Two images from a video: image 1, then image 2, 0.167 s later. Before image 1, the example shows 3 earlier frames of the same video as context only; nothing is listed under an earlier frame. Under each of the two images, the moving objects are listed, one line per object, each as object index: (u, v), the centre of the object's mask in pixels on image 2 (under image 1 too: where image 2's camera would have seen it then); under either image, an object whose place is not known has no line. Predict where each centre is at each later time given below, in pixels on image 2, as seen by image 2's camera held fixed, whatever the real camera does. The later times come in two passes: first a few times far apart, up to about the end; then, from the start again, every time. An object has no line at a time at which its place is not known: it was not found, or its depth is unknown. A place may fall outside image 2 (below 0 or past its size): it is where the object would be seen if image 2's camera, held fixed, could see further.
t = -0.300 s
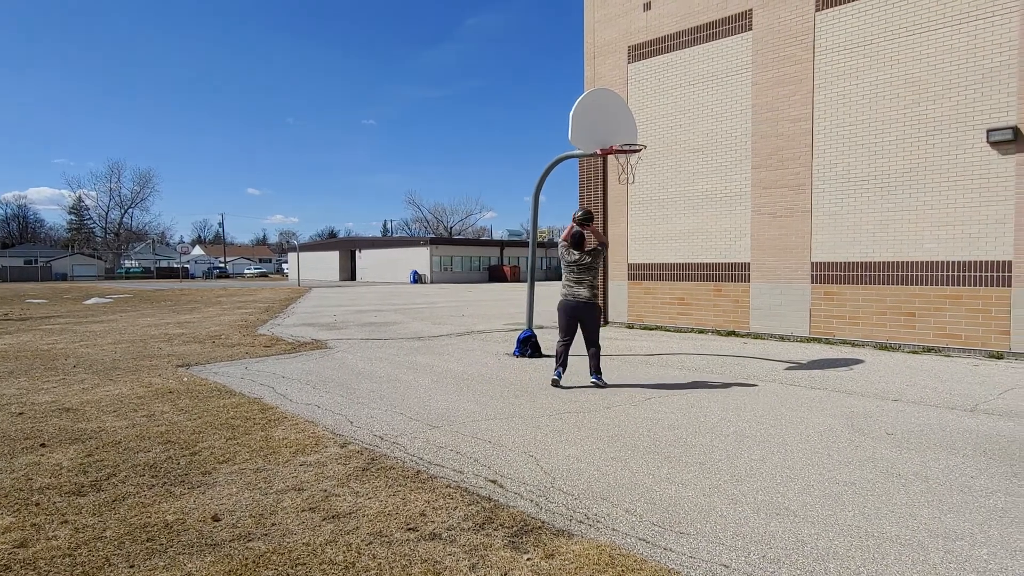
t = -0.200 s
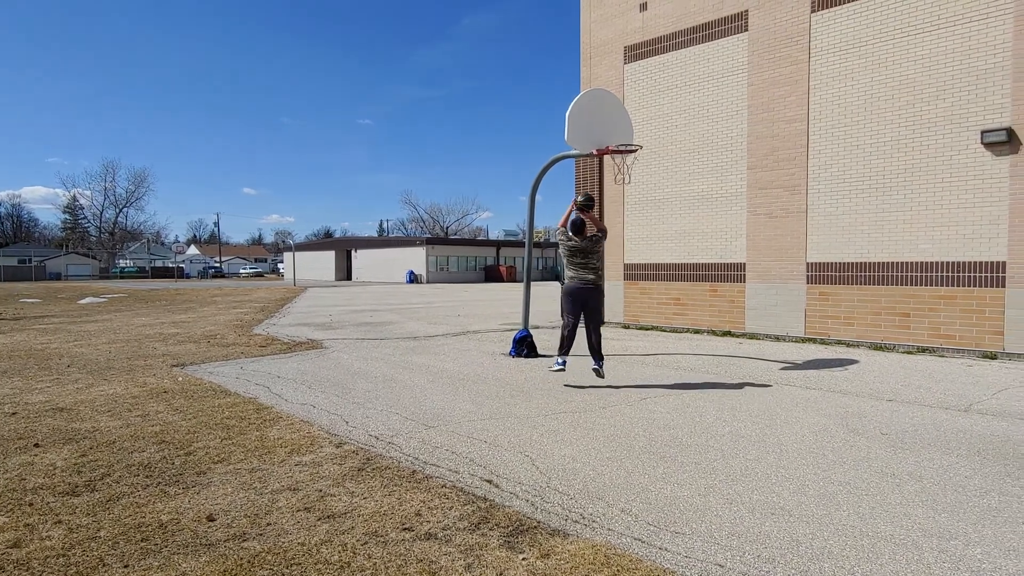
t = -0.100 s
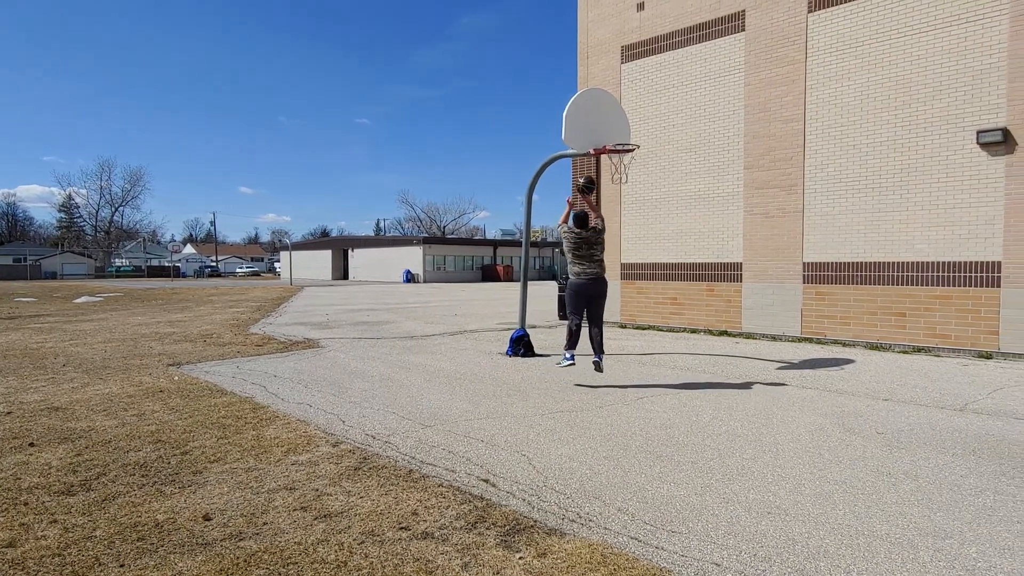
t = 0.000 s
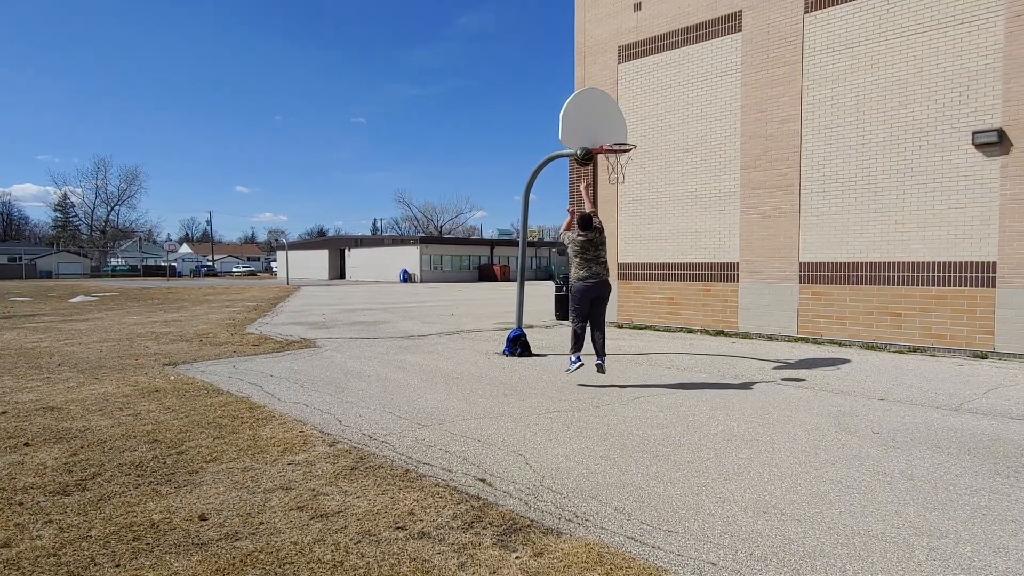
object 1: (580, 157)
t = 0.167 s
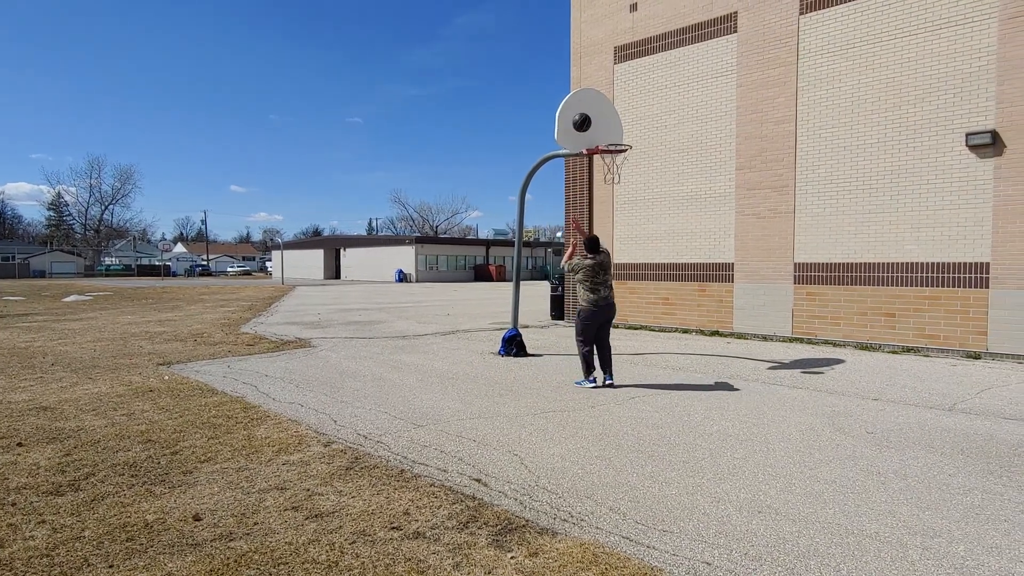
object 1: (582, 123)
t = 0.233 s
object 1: (582, 116)
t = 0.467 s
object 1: (599, 120)
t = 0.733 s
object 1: (617, 165)
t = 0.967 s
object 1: (605, 209)
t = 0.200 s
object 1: (582, 119)
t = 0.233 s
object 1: (582, 116)
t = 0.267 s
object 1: (583, 114)
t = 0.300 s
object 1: (583, 112)
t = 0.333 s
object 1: (583, 112)
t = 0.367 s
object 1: (587, 113)
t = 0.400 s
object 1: (591, 114)
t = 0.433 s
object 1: (595, 117)
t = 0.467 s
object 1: (599, 120)
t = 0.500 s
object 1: (603, 124)
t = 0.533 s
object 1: (607, 128)
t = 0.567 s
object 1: (612, 134)
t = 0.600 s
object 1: (616, 140)
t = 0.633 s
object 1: (620, 148)
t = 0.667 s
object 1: (620, 154)
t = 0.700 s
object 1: (619, 160)
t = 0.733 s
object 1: (617, 165)
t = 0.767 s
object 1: (616, 170)
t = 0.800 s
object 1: (613, 176)
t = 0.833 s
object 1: (611, 181)
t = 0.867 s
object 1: (609, 187)
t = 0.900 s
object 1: (608, 194)
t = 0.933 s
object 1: (607, 201)
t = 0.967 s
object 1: (605, 209)
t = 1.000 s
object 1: (604, 218)
